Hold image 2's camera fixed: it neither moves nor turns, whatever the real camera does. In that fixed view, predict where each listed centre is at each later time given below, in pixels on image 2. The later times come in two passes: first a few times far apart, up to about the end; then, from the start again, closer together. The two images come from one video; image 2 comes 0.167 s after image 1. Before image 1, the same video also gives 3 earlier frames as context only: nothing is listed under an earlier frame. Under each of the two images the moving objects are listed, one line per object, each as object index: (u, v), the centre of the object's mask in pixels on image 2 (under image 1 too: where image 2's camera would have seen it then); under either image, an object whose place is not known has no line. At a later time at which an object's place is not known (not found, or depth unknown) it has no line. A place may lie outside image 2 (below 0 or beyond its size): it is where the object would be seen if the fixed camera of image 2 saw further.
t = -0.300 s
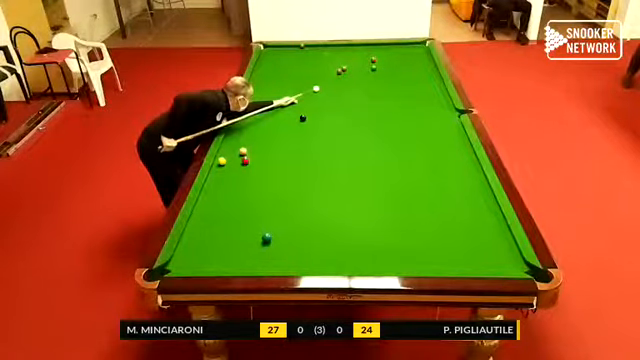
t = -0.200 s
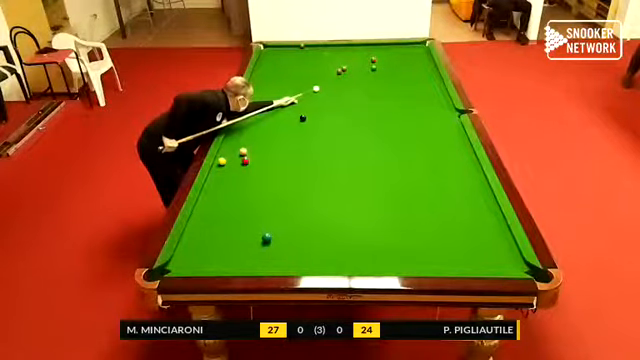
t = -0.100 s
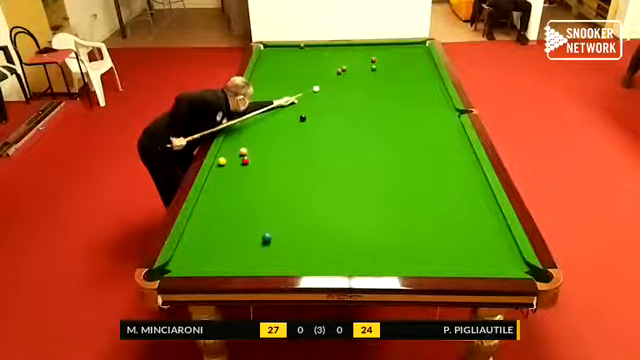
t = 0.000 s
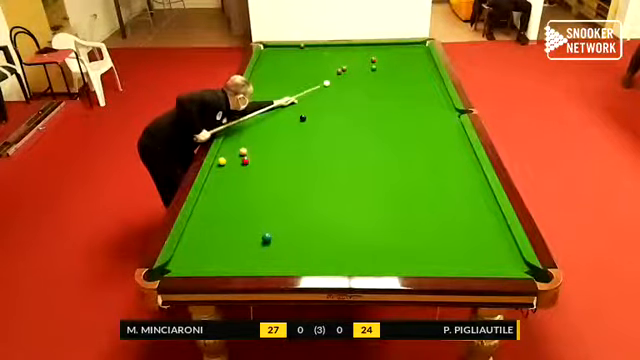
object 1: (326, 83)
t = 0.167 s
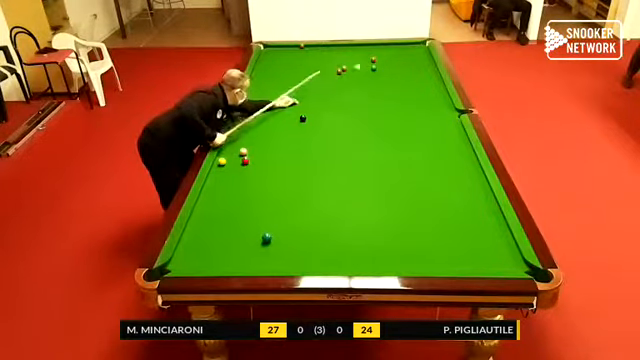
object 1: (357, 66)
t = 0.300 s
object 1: (367, 59)
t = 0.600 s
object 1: (365, 50)
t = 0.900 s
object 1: (366, 45)
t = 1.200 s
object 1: (364, 51)
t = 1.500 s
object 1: (364, 57)
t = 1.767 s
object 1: (363, 63)
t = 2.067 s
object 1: (361, 70)
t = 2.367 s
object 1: (361, 76)
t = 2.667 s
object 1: (359, 82)
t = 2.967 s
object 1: (358, 88)
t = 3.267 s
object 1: (357, 93)
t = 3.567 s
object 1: (356, 100)
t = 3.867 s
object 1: (355, 105)
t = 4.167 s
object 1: (354, 111)
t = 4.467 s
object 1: (353, 117)
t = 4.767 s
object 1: (352, 122)
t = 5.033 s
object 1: (351, 126)
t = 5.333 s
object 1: (351, 131)
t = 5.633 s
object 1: (350, 135)
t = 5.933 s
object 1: (349, 139)
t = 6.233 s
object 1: (348, 142)
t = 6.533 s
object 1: (348, 146)
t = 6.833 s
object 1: (347, 148)
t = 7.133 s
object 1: (347, 150)
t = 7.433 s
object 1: (347, 151)
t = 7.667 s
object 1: (347, 152)
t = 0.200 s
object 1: (363, 63)
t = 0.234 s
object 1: (368, 61)
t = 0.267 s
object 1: (368, 60)
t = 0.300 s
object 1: (367, 59)
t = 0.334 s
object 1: (366, 58)
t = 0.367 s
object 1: (365, 58)
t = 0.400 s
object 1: (365, 57)
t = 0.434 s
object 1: (364, 56)
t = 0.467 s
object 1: (364, 55)
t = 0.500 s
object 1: (364, 54)
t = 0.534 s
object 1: (364, 53)
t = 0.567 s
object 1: (364, 52)
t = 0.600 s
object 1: (365, 50)
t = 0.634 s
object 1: (365, 49)
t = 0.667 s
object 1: (365, 49)
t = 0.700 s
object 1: (365, 47)
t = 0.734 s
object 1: (366, 47)
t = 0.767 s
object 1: (366, 45)
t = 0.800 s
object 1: (366, 45)
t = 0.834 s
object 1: (366, 45)
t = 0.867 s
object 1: (366, 45)
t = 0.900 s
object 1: (366, 45)
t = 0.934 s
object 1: (366, 46)
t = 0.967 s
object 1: (366, 47)
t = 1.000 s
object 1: (365, 48)
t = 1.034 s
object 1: (365, 49)
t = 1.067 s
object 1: (365, 49)
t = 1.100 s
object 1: (365, 50)
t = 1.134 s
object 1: (365, 50)
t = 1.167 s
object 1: (365, 50)
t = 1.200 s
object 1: (364, 51)
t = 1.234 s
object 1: (364, 52)
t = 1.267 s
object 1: (364, 53)
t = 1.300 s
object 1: (364, 54)
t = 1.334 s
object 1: (364, 54)
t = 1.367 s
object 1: (364, 55)
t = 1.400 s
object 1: (364, 55)
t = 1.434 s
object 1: (363, 56)
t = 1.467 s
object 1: (363, 56)
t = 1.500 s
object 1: (364, 57)
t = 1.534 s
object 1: (364, 57)
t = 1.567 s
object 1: (363, 59)
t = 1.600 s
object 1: (363, 60)
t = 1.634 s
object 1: (363, 61)
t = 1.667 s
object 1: (363, 62)
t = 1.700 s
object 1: (363, 62)
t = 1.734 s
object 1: (363, 63)
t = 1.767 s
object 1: (363, 63)
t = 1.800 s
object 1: (362, 64)
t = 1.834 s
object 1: (362, 64)
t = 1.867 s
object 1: (363, 65)
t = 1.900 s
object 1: (363, 65)
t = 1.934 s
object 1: (363, 66)
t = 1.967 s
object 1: (362, 66)
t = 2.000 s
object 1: (362, 67)
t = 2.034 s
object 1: (361, 69)
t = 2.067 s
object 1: (361, 70)
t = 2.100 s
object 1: (361, 70)
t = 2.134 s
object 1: (361, 70)
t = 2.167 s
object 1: (361, 71)
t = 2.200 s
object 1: (361, 72)
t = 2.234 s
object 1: (361, 71)
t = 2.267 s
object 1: (361, 74)
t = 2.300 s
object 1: (361, 74)
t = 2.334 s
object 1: (361, 74)
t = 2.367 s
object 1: (361, 76)
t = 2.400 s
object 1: (360, 77)
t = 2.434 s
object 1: (360, 77)
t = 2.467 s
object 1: (360, 78)
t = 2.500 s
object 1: (360, 78)
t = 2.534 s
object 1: (360, 79)
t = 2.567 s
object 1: (360, 80)
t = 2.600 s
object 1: (359, 80)
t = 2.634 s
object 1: (360, 81)
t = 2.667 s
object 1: (359, 82)
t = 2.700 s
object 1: (359, 83)
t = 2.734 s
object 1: (359, 83)
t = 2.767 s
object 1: (359, 83)
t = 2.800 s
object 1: (359, 83)
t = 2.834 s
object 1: (359, 86)
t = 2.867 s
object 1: (359, 86)
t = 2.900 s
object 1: (358, 87)
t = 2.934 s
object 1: (358, 87)
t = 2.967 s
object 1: (358, 88)
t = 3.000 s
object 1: (358, 88)
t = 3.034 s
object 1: (358, 90)
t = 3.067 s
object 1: (358, 90)
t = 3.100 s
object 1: (358, 90)
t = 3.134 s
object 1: (358, 90)
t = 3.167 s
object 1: (357, 92)
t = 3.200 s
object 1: (357, 92)
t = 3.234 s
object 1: (357, 93)
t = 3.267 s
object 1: (357, 93)
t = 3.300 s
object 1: (357, 95)
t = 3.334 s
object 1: (357, 95)
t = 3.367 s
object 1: (357, 96)
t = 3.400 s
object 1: (357, 96)
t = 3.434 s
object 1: (356, 97)
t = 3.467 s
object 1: (356, 97)
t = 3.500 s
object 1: (357, 98)
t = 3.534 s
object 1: (356, 99)
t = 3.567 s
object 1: (356, 100)
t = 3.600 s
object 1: (356, 100)
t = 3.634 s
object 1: (356, 100)
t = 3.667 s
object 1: (356, 102)
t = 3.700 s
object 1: (356, 102)
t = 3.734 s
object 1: (356, 103)
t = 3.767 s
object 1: (355, 104)
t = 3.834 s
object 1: (355, 104)
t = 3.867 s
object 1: (355, 105)
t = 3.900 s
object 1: (355, 106)
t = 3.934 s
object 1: (355, 107)
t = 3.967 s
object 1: (355, 108)
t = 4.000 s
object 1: (355, 108)
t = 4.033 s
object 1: (355, 109)
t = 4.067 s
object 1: (355, 110)
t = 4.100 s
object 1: (355, 110)
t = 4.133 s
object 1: (354, 111)
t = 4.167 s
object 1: (354, 111)
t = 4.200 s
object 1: (354, 112)
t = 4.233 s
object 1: (354, 112)
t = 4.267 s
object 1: (354, 113)
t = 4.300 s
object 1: (354, 114)
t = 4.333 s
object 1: (354, 114)
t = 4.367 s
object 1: (354, 115)
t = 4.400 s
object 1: (354, 116)
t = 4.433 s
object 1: (353, 116)
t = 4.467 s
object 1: (353, 117)
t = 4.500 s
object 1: (353, 118)
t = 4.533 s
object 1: (353, 118)
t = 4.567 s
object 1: (353, 119)
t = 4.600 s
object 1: (353, 119)
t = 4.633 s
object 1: (353, 120)
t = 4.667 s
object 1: (352, 120)
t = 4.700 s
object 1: (352, 121)
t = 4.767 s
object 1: (352, 122)
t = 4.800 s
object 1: (352, 122)
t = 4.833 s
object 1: (352, 123)
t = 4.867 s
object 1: (352, 123)
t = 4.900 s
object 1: (352, 124)
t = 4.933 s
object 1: (352, 125)
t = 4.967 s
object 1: (352, 125)
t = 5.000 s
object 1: (351, 126)
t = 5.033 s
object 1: (351, 126)
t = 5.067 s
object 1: (351, 127)
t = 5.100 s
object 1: (351, 127)
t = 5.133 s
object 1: (351, 128)
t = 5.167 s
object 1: (351, 128)
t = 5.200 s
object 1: (351, 129)
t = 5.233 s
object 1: (351, 130)
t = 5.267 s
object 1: (351, 130)
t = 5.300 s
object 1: (350, 130)
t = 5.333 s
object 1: (351, 131)
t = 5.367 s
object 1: (351, 131)
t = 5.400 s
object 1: (351, 132)
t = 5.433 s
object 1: (350, 133)
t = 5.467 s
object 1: (350, 133)
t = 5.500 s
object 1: (350, 133)
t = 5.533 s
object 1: (350, 134)
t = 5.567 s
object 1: (350, 134)
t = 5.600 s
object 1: (350, 135)
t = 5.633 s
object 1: (350, 135)
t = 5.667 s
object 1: (350, 136)
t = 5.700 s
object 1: (350, 136)
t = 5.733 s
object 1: (349, 136)
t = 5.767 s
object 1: (349, 137)
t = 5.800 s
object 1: (349, 137)
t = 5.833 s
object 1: (349, 138)
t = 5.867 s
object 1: (349, 138)
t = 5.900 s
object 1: (349, 139)
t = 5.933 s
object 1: (349, 139)
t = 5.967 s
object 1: (349, 139)
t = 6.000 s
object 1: (349, 140)
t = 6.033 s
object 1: (349, 140)
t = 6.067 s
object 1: (348, 141)
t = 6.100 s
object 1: (348, 141)
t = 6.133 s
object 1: (348, 141)
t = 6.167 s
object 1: (349, 142)
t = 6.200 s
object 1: (348, 142)
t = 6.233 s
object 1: (348, 142)
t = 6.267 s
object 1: (348, 143)
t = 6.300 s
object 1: (348, 143)
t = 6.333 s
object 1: (348, 144)
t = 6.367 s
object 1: (348, 144)
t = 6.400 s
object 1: (348, 145)
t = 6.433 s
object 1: (348, 145)
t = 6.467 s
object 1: (348, 145)
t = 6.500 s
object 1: (348, 145)
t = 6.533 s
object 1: (348, 146)
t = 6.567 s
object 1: (347, 146)
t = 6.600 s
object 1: (348, 146)
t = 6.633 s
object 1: (348, 147)
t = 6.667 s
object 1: (348, 147)
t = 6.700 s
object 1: (347, 147)
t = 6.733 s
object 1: (347, 147)
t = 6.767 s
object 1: (347, 147)
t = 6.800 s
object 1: (347, 148)
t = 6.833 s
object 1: (347, 148)
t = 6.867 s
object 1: (347, 148)
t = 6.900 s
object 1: (347, 148)
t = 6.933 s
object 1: (347, 148)
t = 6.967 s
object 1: (347, 149)
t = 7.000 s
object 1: (347, 149)
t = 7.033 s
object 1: (347, 149)
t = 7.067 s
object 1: (347, 149)
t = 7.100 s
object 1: (347, 150)
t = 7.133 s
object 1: (347, 150)
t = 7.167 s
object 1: (347, 150)
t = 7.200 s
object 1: (347, 150)
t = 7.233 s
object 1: (347, 150)
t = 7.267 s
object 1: (347, 150)
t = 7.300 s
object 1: (347, 151)
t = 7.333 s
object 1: (347, 151)
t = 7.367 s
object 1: (347, 151)
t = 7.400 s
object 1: (347, 151)
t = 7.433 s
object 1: (347, 151)
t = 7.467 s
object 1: (347, 151)
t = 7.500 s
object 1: (347, 151)
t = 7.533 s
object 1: (347, 152)
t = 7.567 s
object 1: (347, 152)
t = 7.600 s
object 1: (347, 152)
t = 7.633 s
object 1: (347, 152)
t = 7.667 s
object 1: (347, 152)
